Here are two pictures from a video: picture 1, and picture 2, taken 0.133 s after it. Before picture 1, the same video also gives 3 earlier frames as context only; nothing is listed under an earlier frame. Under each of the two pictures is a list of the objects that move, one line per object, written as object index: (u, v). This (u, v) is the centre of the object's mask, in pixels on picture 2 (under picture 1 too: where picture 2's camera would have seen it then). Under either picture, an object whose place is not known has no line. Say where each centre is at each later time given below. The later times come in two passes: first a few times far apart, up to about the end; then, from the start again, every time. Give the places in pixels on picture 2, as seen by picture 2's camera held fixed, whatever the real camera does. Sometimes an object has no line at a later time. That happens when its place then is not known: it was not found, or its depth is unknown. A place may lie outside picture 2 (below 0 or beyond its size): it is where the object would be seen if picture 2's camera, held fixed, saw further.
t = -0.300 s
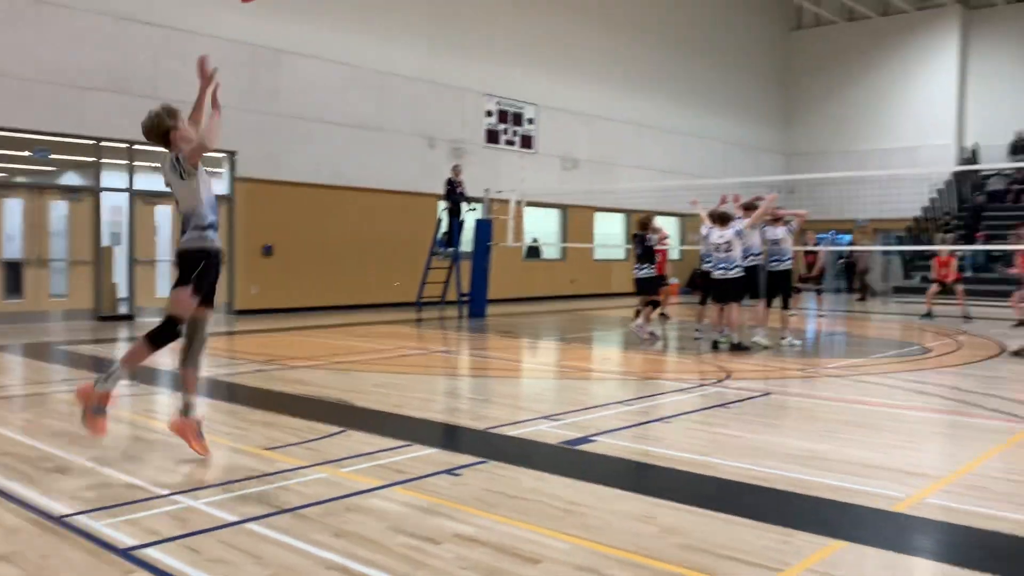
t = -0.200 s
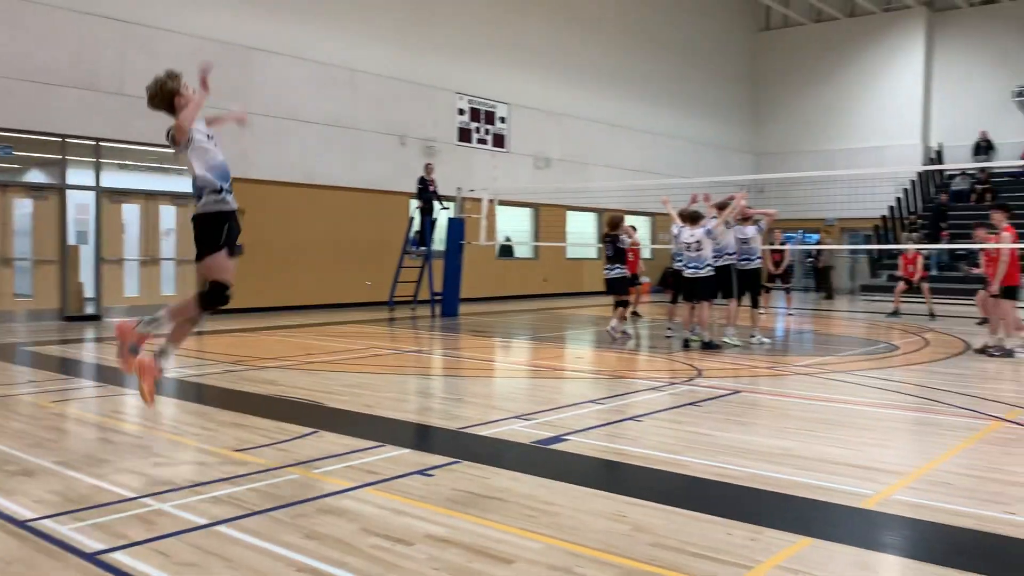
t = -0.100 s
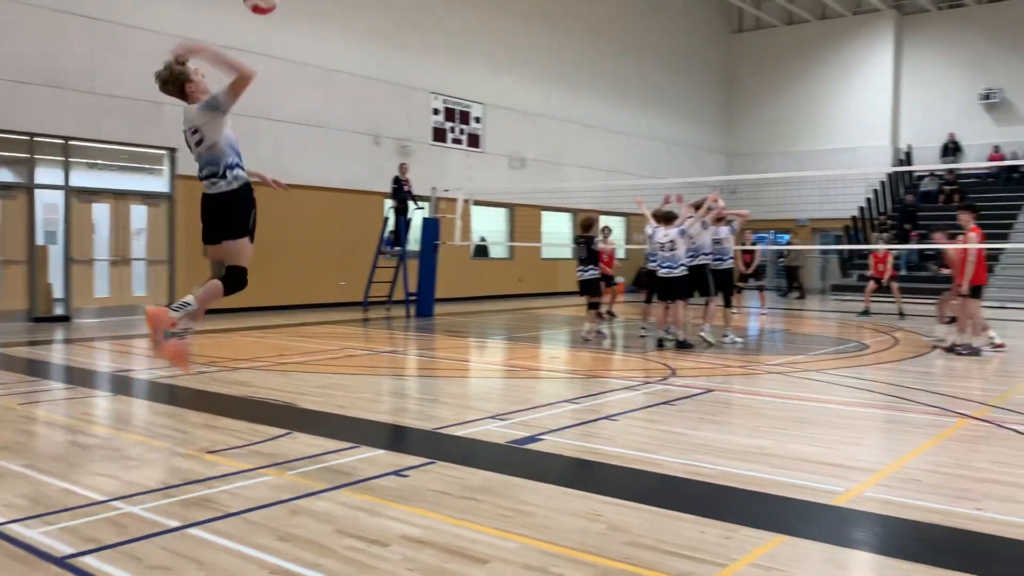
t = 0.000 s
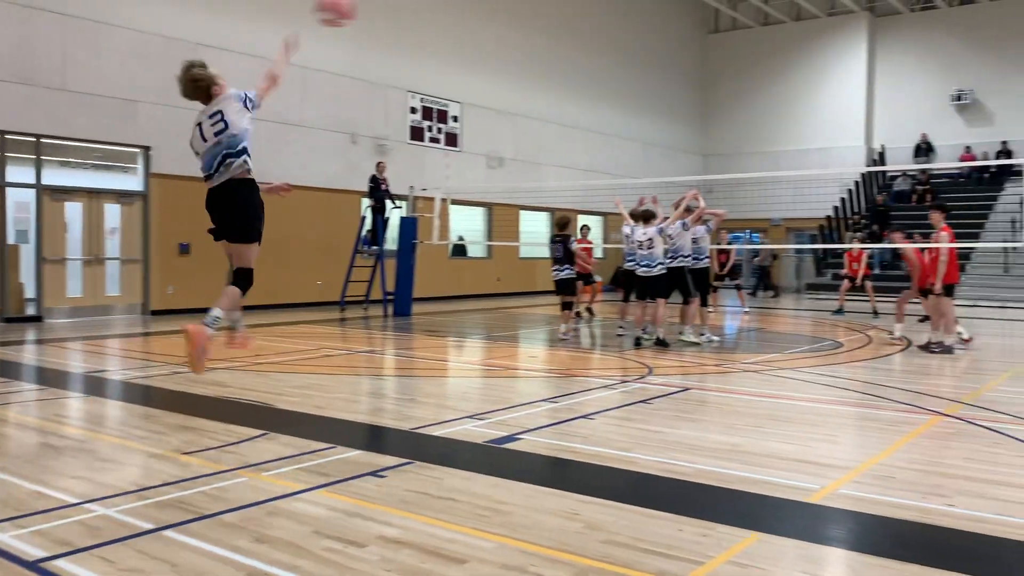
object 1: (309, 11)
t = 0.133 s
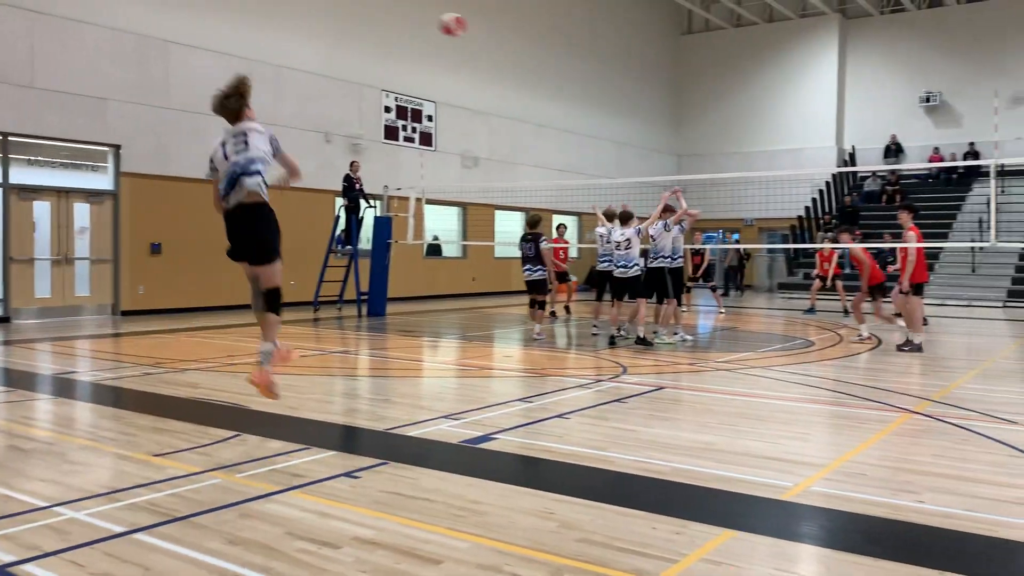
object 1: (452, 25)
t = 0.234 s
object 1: (521, 46)
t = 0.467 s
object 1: (614, 102)
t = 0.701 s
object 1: (665, 162)
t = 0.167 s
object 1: (478, 31)
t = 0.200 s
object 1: (501, 39)
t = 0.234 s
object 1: (521, 46)
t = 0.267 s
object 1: (539, 53)
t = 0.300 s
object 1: (555, 61)
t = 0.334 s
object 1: (570, 69)
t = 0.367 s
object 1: (582, 77)
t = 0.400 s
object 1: (595, 85)
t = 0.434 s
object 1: (605, 93)
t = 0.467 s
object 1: (614, 102)
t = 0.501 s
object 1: (623, 111)
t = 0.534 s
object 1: (632, 119)
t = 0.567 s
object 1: (640, 128)
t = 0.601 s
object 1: (647, 136)
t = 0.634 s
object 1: (654, 145)
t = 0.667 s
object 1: (660, 154)
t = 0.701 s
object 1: (665, 162)
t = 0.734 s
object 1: (670, 170)
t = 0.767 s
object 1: (674, 179)
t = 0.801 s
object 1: (678, 187)
